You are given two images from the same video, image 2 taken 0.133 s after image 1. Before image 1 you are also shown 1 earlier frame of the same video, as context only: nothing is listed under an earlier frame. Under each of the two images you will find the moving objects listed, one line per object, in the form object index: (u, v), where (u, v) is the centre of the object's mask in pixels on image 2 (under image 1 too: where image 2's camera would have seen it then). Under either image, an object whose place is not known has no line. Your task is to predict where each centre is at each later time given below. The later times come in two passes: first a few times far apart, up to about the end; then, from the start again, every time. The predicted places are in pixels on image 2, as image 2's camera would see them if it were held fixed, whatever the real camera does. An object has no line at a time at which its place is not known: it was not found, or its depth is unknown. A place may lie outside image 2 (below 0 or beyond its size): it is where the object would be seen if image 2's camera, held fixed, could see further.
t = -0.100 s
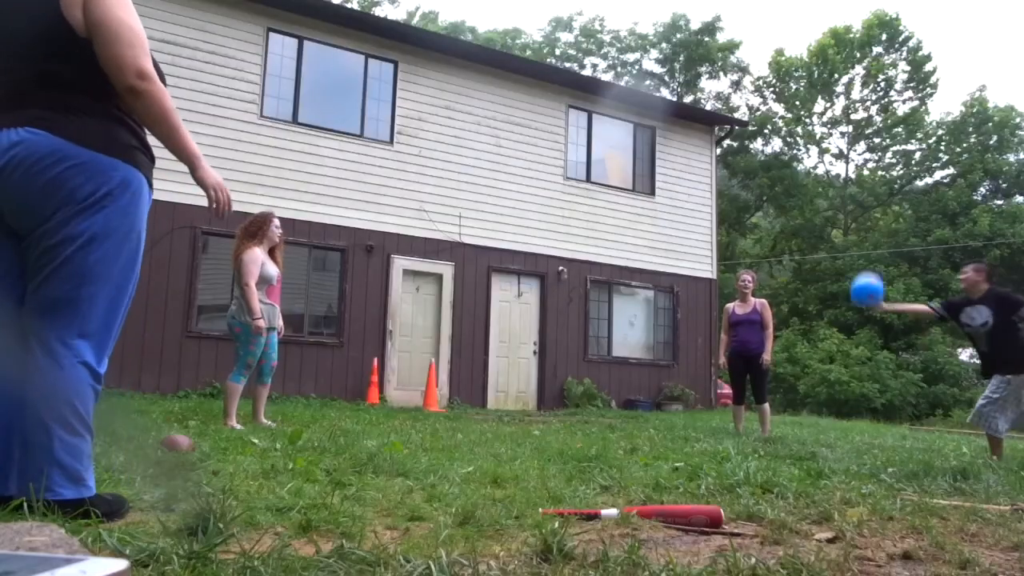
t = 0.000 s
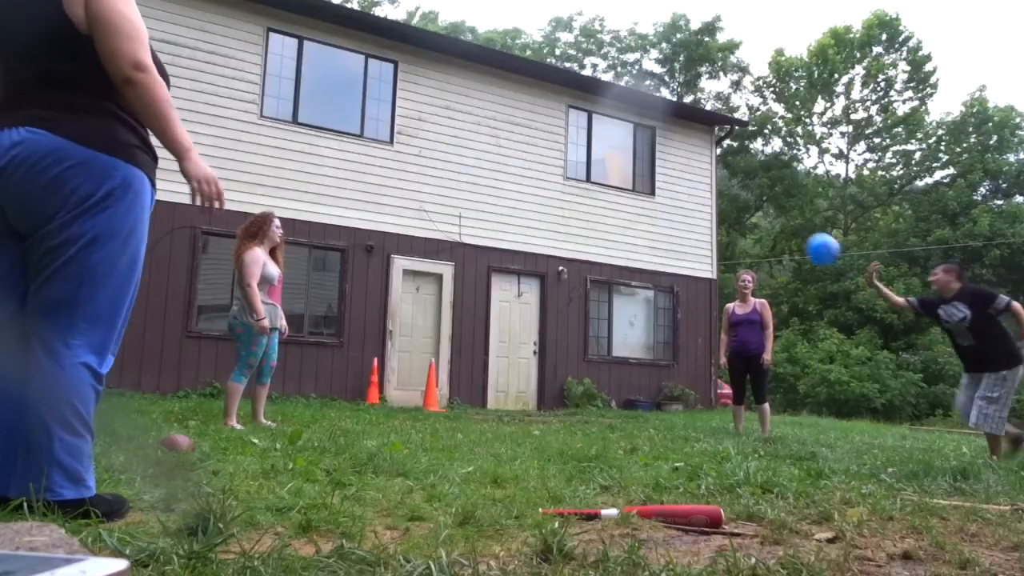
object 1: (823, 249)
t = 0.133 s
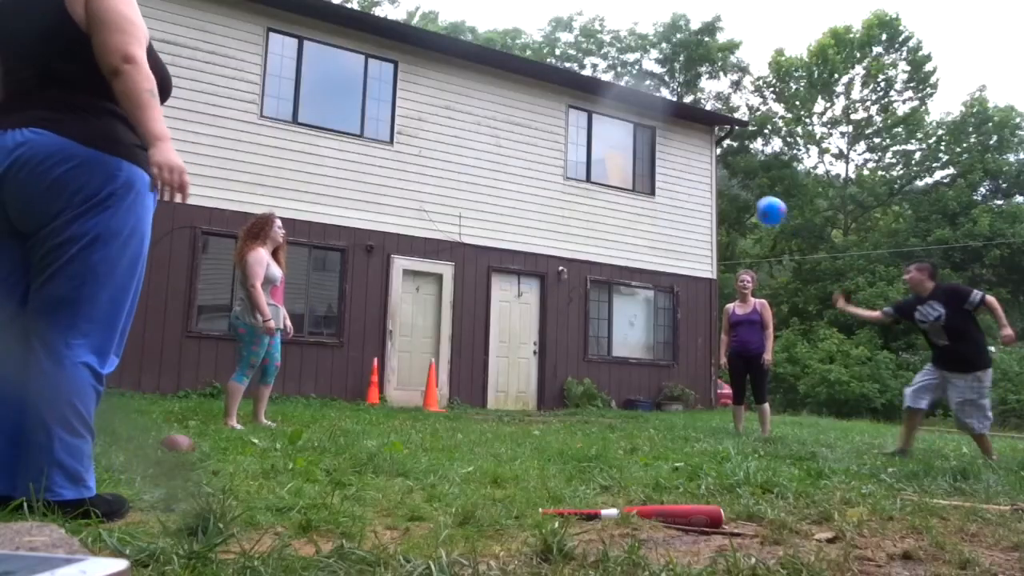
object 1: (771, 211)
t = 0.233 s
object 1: (739, 198)
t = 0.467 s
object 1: (682, 213)
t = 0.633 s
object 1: (648, 255)
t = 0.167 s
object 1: (760, 205)
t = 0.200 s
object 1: (749, 201)
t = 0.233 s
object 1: (739, 198)
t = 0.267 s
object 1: (730, 197)
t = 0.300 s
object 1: (722, 196)
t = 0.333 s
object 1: (713, 197)
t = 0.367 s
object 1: (705, 199)
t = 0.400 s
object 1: (697, 203)
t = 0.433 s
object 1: (689, 207)
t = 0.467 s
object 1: (682, 213)
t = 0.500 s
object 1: (674, 219)
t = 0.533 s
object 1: (667, 228)
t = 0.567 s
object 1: (660, 236)
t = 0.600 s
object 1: (654, 245)
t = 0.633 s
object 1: (648, 255)
